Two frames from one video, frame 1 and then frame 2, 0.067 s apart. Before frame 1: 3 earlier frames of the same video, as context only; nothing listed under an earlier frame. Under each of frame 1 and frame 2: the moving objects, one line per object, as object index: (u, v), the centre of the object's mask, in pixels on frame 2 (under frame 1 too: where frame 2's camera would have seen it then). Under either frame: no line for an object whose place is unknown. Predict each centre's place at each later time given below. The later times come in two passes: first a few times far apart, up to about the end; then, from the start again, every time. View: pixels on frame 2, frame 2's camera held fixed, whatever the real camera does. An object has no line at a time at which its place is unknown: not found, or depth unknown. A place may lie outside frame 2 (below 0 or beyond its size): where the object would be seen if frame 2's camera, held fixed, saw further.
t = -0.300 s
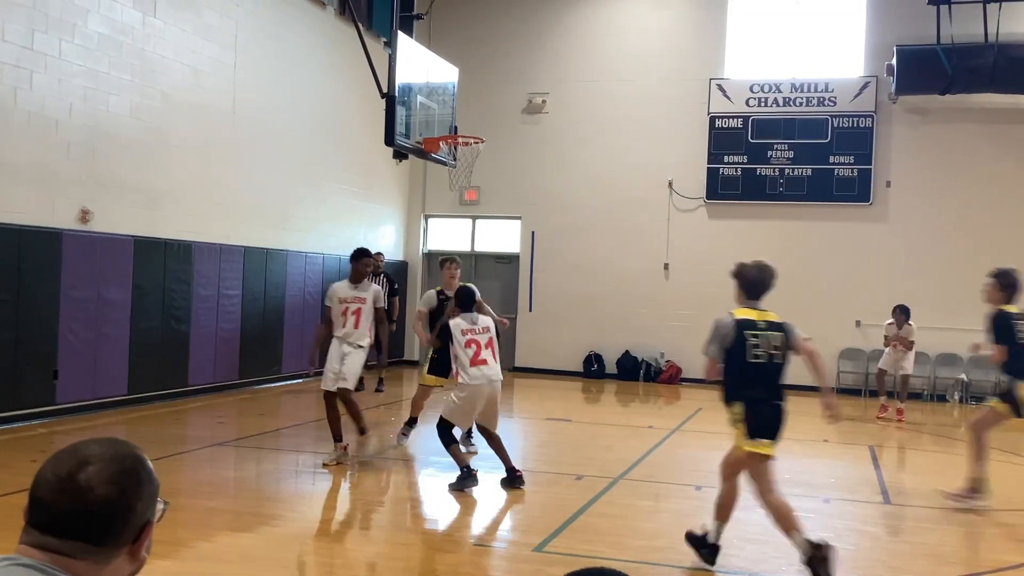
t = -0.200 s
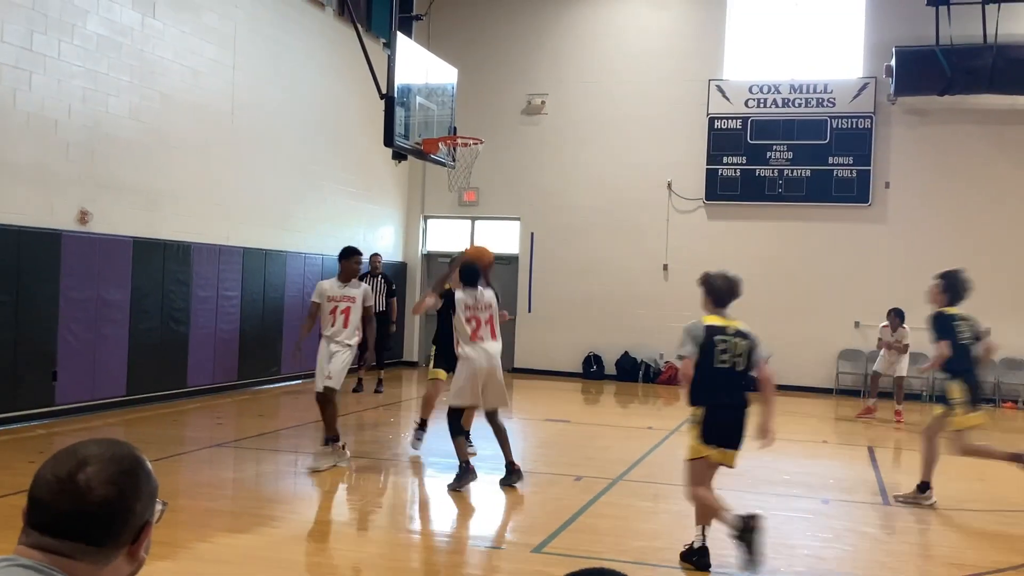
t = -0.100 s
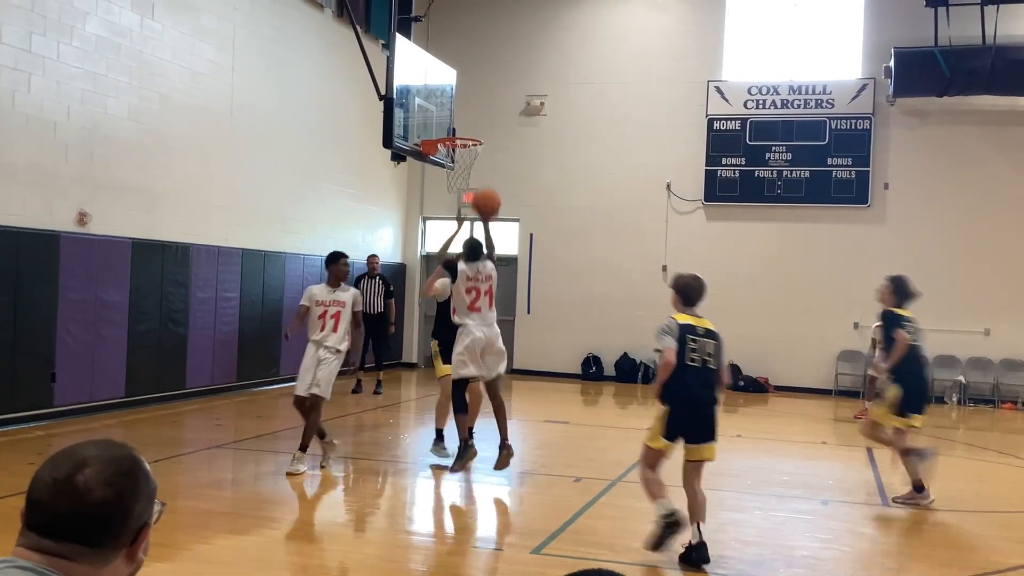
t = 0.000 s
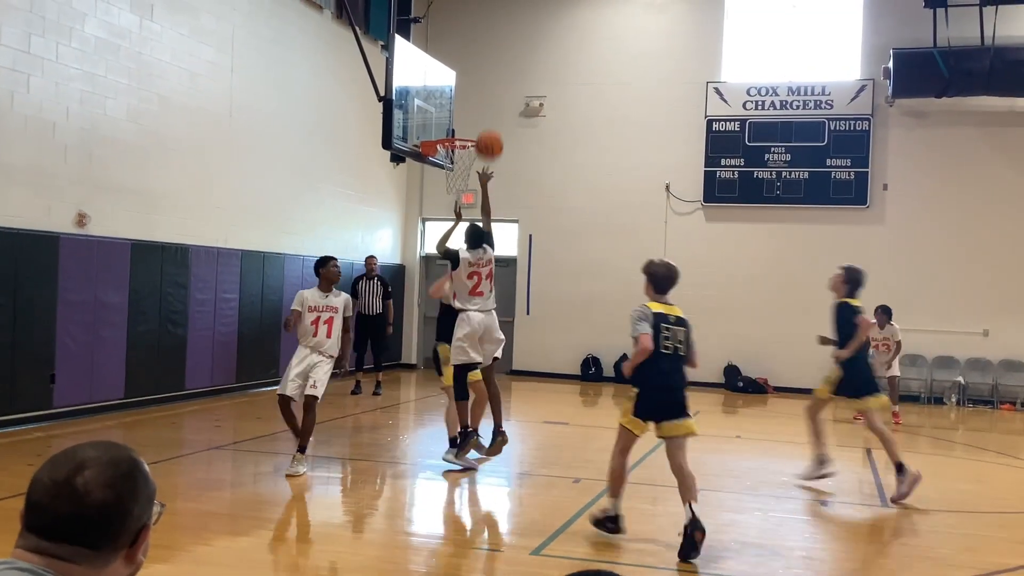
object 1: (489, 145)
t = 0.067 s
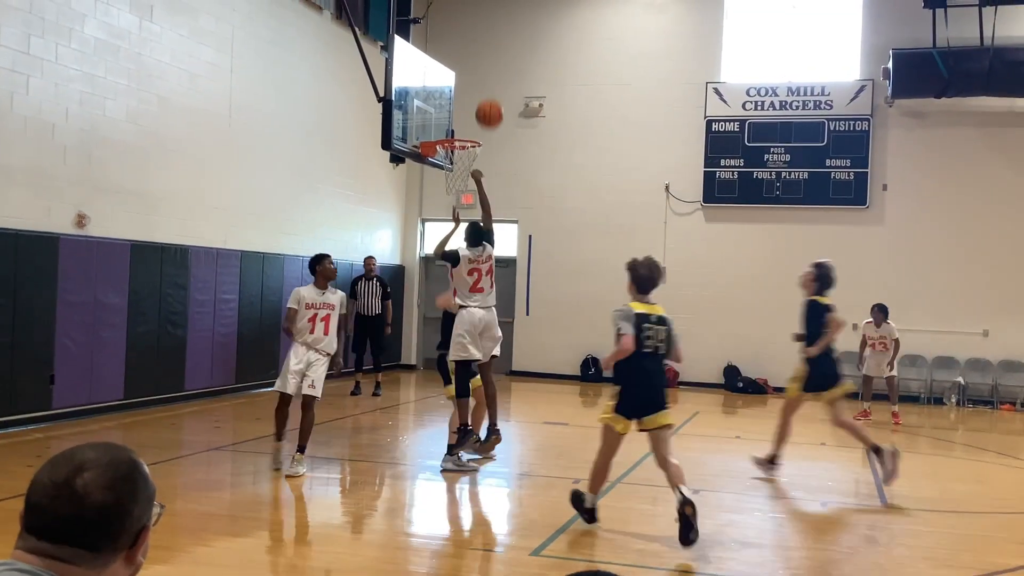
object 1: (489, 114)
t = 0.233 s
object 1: (490, 61)
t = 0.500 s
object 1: (491, 43)
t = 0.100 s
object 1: (489, 100)
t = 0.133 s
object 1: (490, 88)
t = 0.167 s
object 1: (490, 78)
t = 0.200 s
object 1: (491, 69)
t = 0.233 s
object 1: (490, 61)
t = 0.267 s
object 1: (490, 54)
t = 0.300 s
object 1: (490, 48)
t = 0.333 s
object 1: (491, 44)
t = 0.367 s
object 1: (491, 42)
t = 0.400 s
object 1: (491, 40)
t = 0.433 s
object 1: (491, 40)
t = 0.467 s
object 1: (491, 41)
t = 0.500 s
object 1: (491, 43)
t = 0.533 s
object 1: (491, 46)
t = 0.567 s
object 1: (491, 50)
